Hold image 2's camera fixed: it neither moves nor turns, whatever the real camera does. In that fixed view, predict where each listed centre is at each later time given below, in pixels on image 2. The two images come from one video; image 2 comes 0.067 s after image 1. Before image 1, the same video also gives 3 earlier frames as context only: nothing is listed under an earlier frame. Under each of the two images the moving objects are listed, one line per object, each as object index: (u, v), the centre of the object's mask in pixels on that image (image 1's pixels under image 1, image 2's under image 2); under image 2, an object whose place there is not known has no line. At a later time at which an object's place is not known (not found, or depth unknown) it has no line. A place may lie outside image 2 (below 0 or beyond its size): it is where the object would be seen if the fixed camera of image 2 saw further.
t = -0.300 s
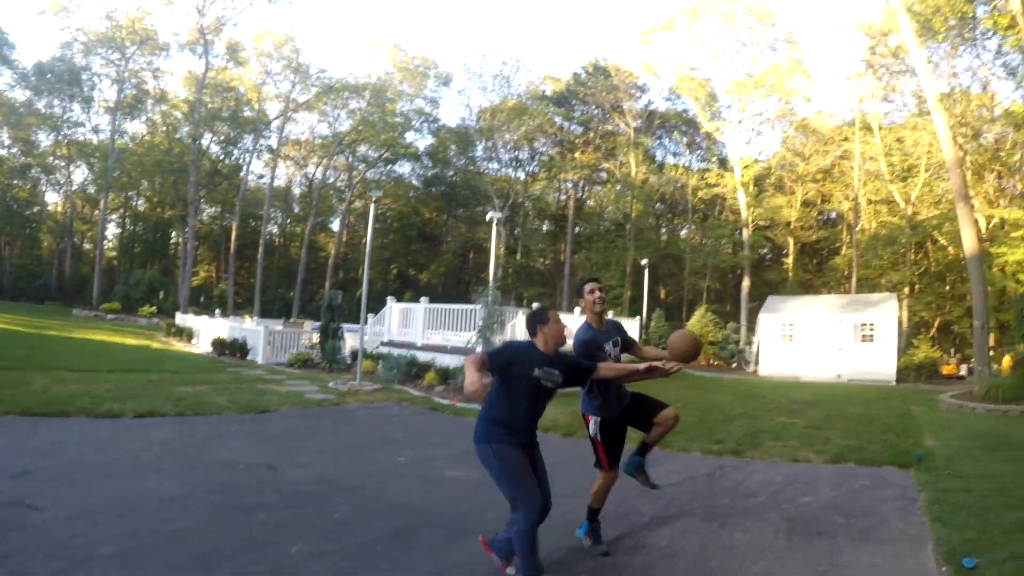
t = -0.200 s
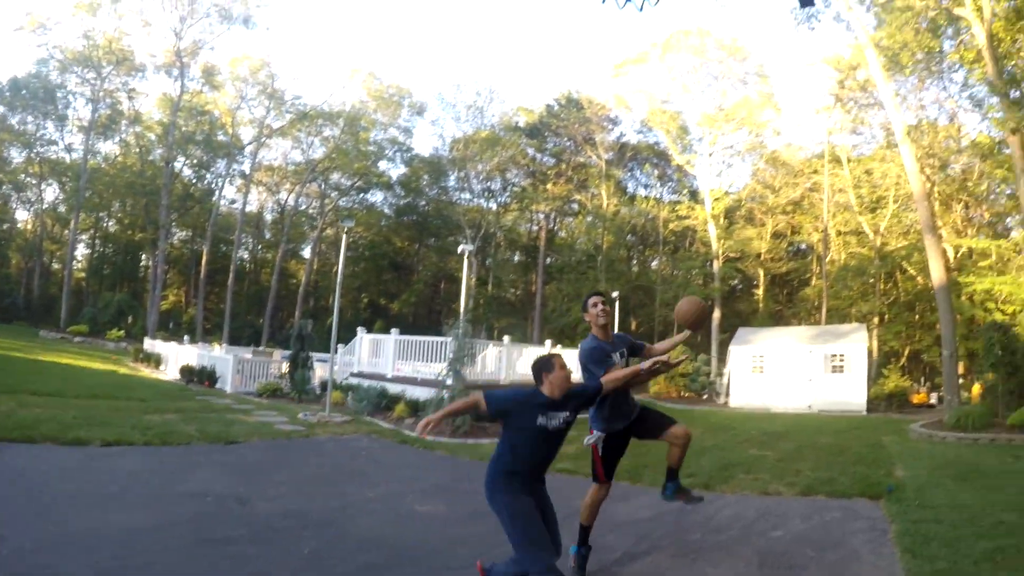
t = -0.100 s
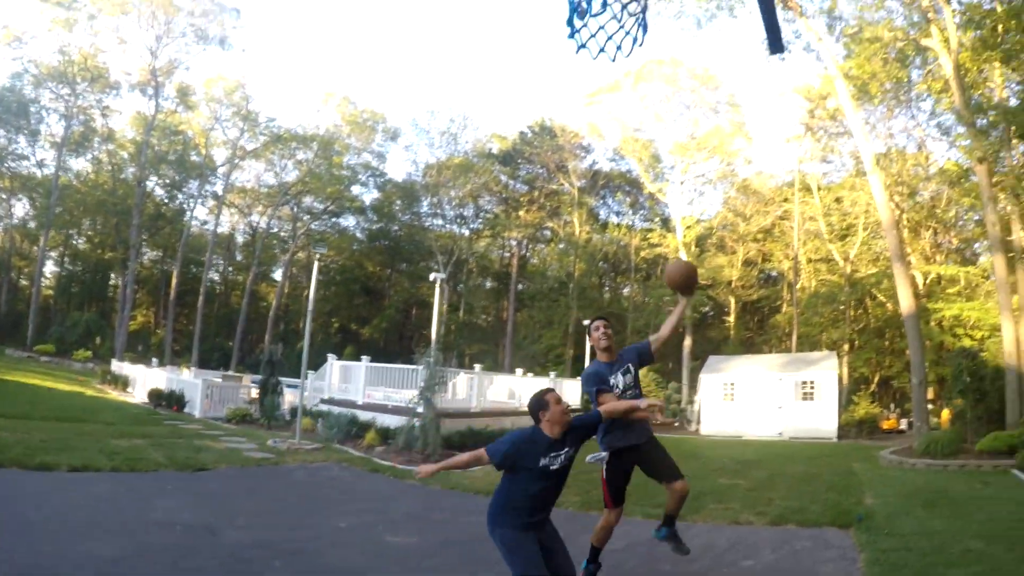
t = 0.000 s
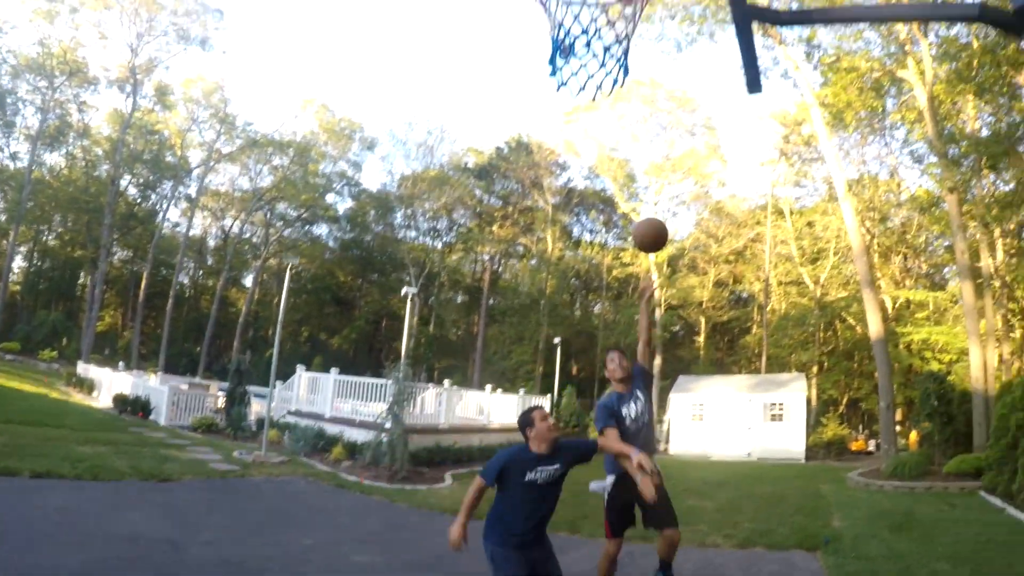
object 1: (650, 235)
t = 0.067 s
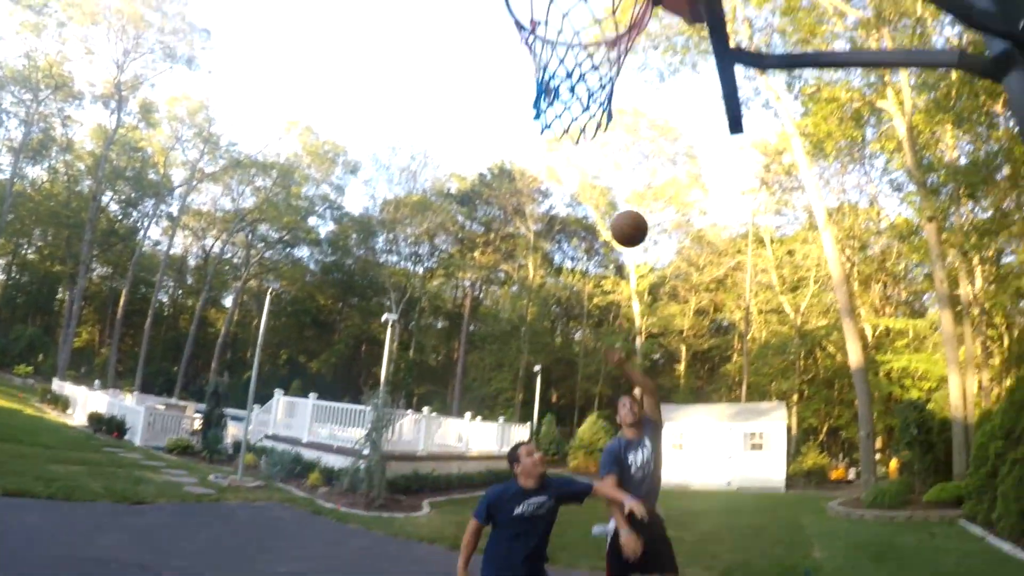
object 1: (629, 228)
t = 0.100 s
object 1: (625, 217)
